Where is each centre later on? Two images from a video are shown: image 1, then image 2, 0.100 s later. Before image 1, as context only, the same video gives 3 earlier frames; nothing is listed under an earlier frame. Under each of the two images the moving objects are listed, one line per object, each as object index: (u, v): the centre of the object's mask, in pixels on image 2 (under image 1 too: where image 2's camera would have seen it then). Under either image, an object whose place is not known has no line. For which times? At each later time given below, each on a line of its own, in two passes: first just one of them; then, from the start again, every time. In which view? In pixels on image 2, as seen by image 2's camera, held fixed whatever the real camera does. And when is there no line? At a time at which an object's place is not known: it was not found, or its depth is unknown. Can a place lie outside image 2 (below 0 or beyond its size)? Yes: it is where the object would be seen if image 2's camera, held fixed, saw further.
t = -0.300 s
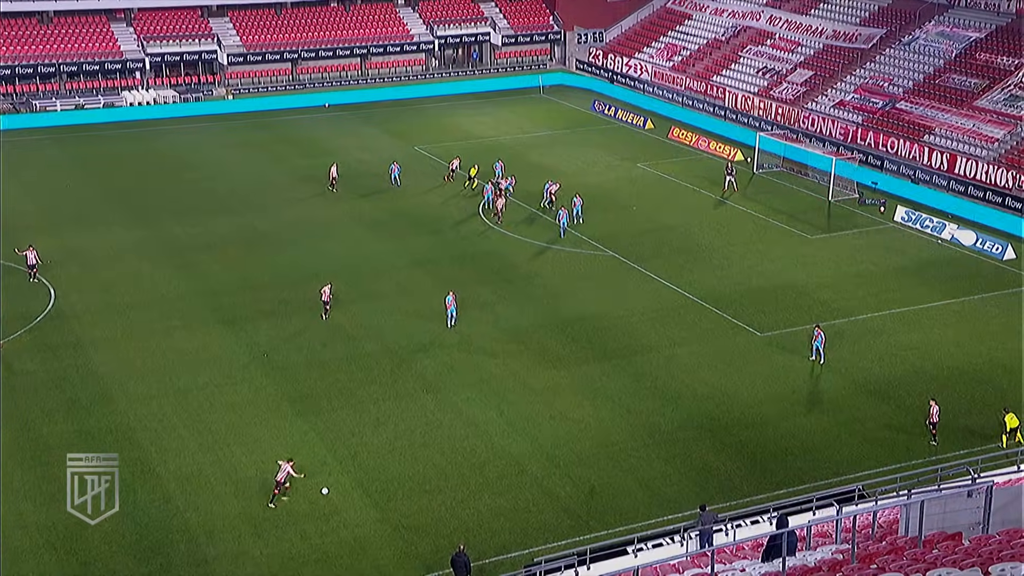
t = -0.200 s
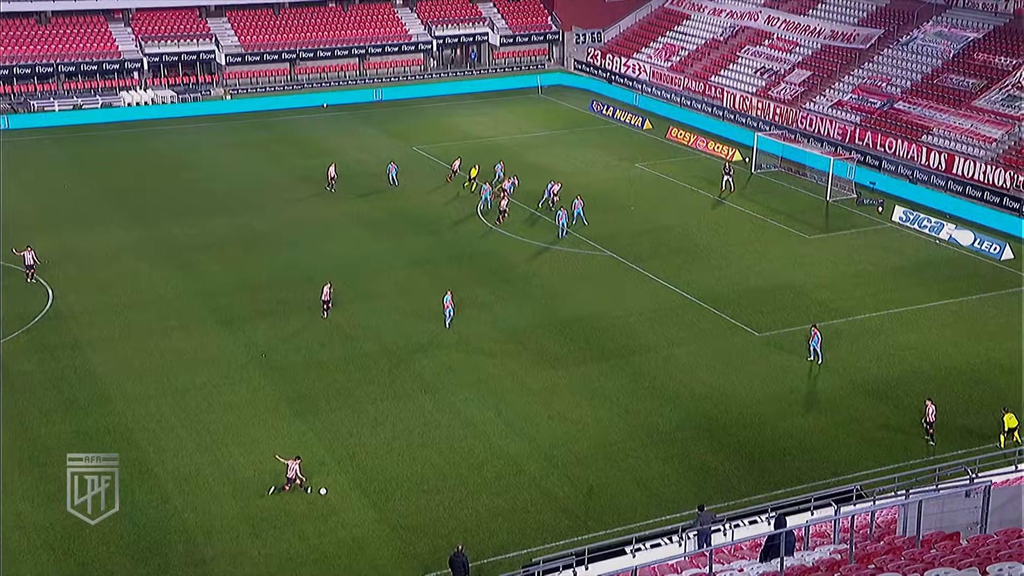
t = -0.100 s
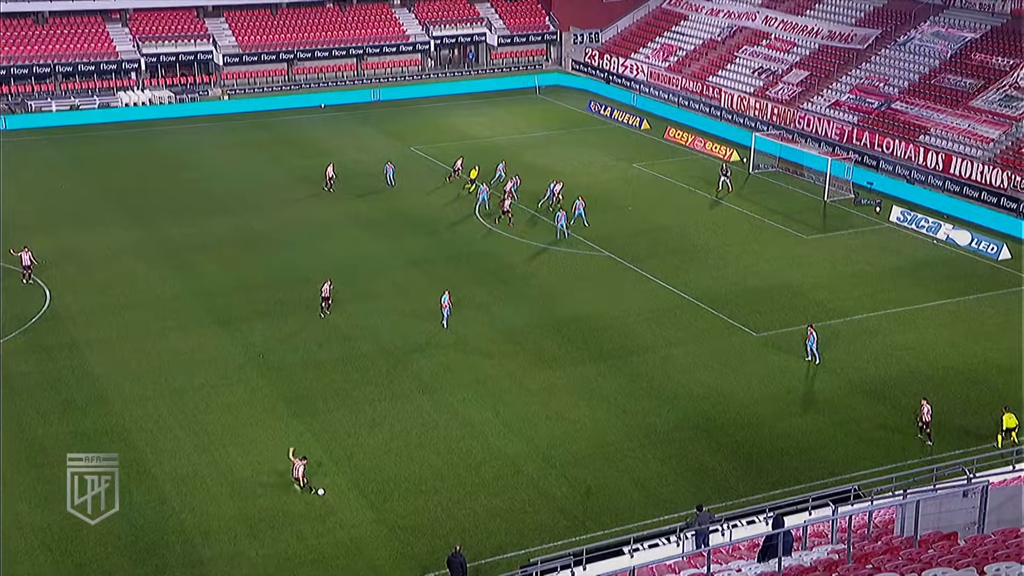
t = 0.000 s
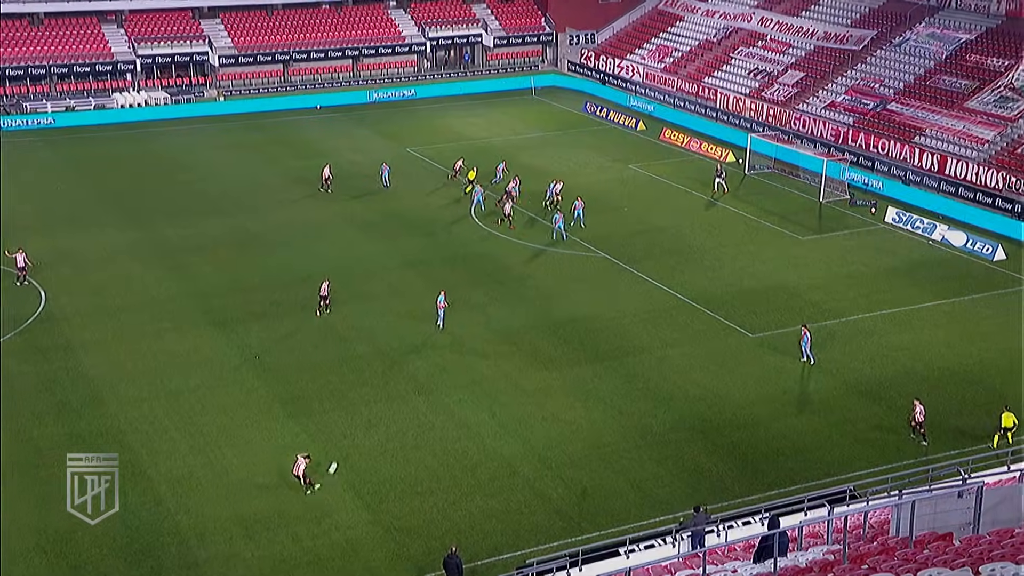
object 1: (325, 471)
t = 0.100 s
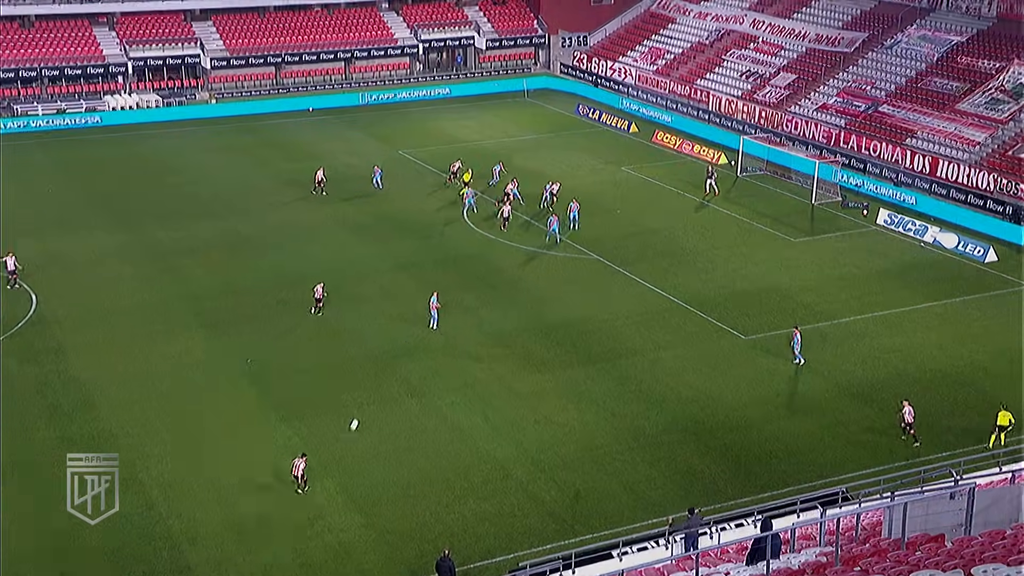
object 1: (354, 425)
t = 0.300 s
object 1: (400, 348)
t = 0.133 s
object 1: (363, 410)
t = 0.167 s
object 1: (371, 397)
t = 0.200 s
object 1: (378, 384)
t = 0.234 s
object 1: (386, 372)
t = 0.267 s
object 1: (393, 359)
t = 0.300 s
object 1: (400, 348)
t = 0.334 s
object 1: (406, 336)
